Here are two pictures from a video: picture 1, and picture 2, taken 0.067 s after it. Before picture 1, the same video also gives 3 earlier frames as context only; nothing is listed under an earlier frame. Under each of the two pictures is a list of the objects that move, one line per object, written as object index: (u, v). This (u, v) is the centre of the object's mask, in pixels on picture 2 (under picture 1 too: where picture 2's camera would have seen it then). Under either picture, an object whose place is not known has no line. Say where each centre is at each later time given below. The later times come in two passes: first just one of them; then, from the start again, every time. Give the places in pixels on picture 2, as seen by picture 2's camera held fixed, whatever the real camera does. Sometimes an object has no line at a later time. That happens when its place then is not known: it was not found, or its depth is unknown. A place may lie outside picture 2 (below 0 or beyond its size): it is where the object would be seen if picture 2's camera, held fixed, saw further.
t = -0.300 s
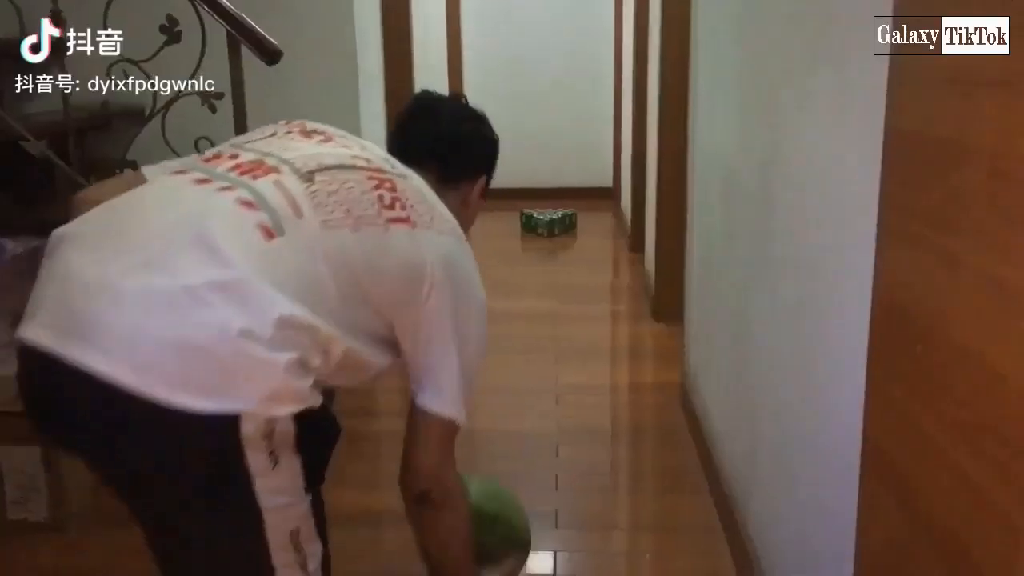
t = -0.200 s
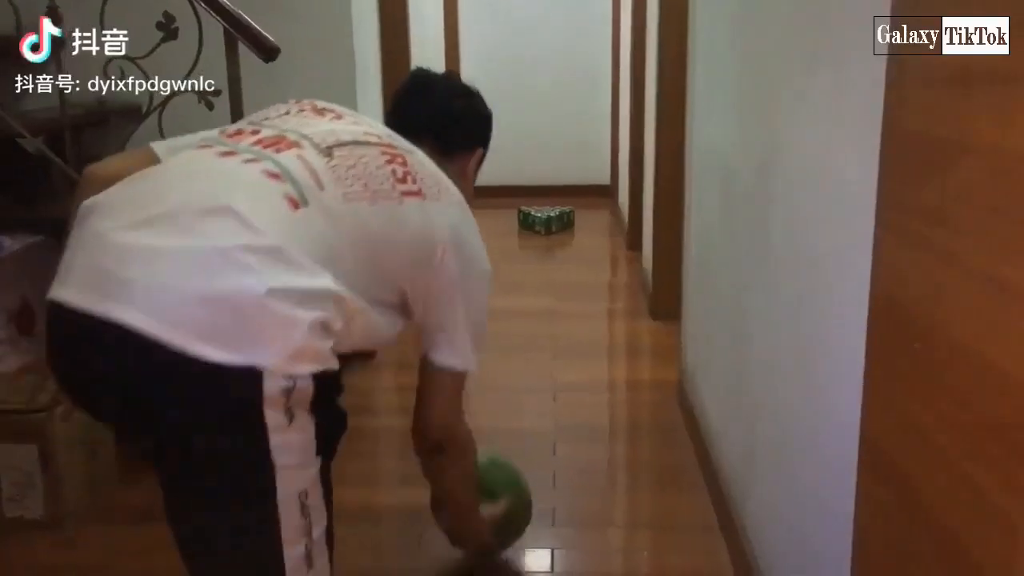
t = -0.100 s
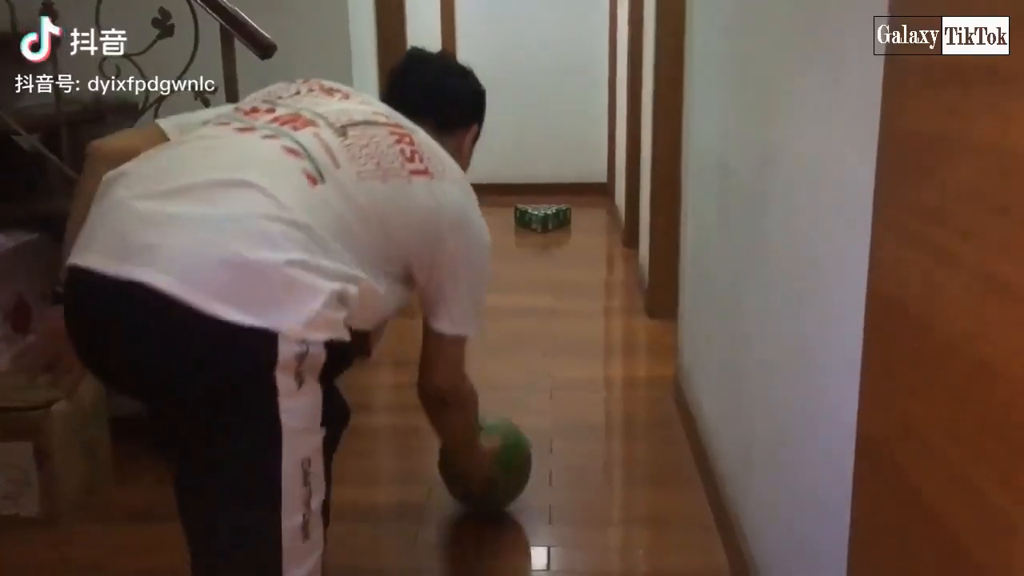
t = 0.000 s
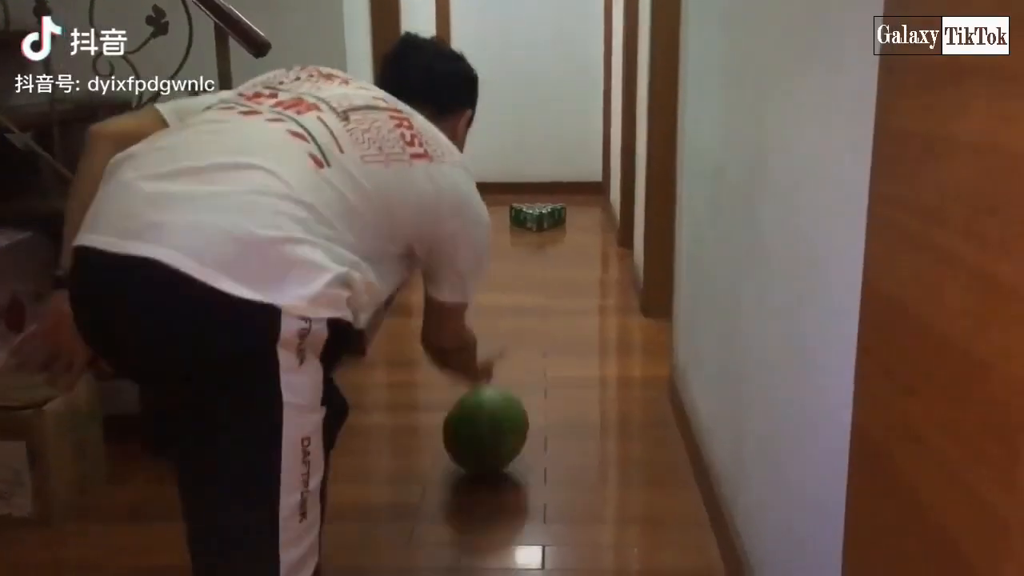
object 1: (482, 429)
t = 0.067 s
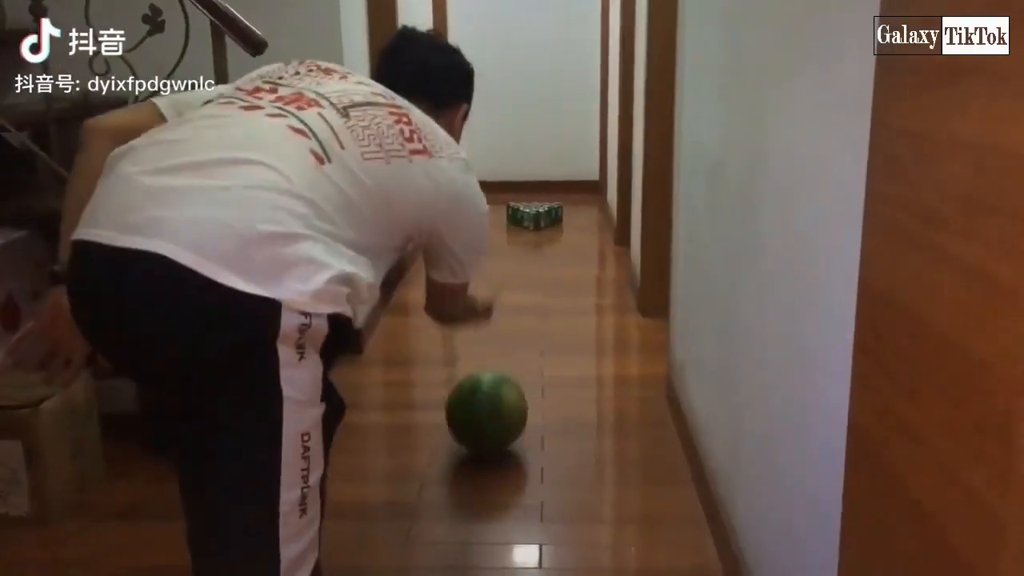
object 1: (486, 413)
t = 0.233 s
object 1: (494, 373)
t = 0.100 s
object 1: (488, 404)
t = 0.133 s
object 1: (490, 398)
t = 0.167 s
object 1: (491, 388)
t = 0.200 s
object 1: (493, 381)
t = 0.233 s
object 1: (494, 373)
